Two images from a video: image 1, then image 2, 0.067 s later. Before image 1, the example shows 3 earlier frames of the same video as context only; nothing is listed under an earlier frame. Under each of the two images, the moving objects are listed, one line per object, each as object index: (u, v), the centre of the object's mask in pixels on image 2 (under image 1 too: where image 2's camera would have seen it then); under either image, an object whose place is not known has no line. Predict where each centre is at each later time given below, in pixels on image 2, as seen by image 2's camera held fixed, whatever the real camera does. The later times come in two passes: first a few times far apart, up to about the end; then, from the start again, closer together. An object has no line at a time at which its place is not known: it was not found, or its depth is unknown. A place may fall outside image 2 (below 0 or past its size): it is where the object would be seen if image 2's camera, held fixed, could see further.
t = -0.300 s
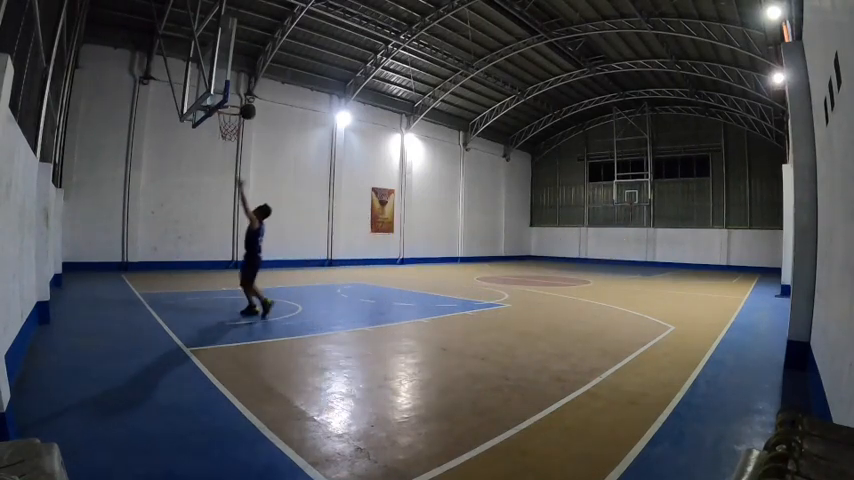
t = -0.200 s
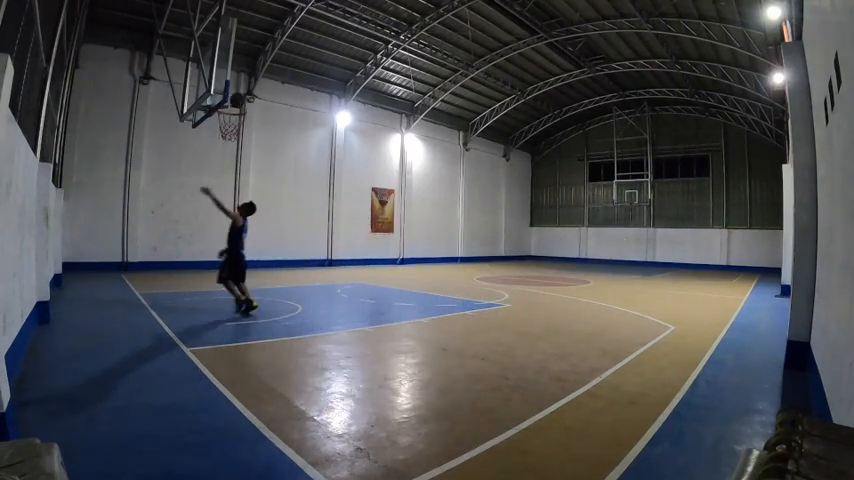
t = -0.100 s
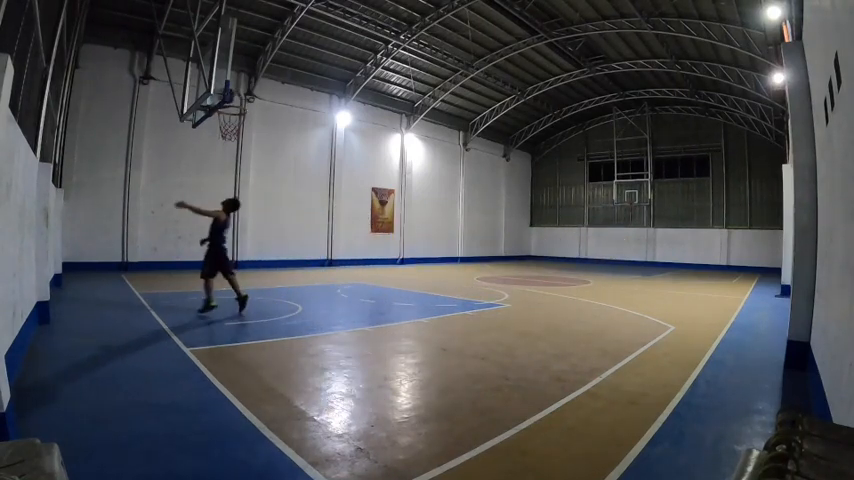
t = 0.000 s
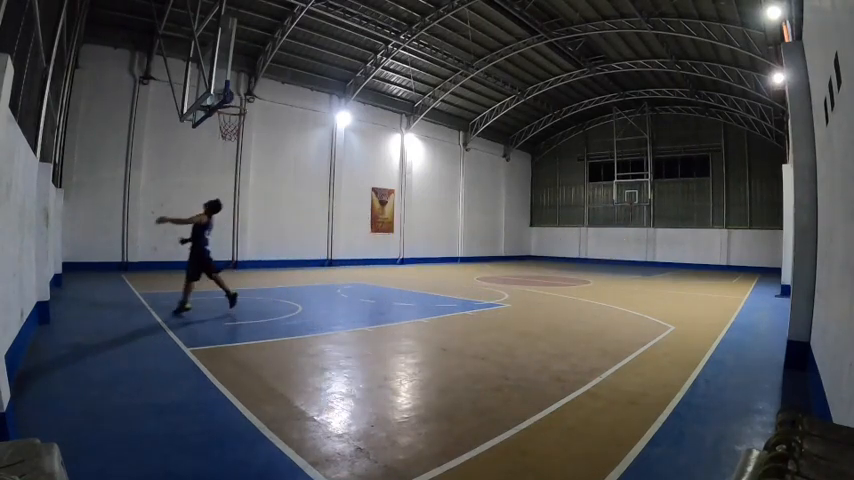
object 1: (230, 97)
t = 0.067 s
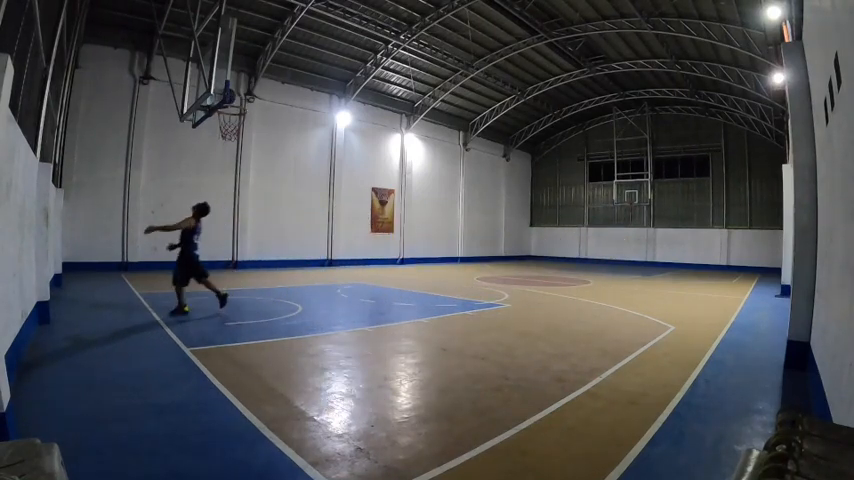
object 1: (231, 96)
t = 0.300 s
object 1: (233, 97)
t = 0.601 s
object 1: (238, 105)
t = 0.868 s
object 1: (242, 152)
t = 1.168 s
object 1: (247, 265)
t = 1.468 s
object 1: (252, 234)
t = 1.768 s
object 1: (258, 181)
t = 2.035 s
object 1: (262, 187)
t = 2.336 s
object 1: (264, 258)
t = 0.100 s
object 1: (232, 96)
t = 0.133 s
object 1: (232, 96)
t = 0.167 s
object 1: (232, 97)
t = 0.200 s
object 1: (233, 98)
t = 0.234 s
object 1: (233, 97)
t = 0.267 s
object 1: (233, 97)
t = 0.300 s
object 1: (233, 97)
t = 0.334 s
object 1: (234, 98)
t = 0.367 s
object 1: (234, 98)
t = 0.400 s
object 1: (234, 98)
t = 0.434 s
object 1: (235, 98)
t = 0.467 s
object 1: (235, 98)
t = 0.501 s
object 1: (236, 99)
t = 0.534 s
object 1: (237, 100)
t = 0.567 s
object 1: (237, 102)
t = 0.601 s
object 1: (238, 105)
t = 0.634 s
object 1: (239, 108)
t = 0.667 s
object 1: (240, 112)
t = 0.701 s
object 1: (240, 117)
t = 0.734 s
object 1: (241, 122)
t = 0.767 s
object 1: (241, 129)
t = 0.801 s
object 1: (241, 136)
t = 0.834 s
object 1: (242, 144)
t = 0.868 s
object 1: (242, 152)
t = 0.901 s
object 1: (242, 162)
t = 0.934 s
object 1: (243, 172)
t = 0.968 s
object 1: (243, 183)
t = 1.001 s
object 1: (243, 195)
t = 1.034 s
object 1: (244, 207)
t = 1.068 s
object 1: (244, 221)
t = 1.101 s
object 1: (244, 235)
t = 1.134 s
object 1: (245, 249)
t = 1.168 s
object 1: (247, 265)
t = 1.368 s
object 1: (250, 265)
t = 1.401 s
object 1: (251, 254)
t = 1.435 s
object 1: (252, 244)
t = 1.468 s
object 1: (252, 234)
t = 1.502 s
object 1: (253, 225)
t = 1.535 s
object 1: (254, 217)
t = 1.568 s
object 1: (255, 209)
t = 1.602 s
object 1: (255, 203)
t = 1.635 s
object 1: (256, 197)
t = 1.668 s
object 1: (257, 192)
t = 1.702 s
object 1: (257, 188)
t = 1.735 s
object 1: (258, 184)
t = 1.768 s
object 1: (258, 181)
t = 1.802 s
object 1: (259, 179)
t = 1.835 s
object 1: (260, 178)
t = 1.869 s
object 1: (260, 177)
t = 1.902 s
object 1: (260, 178)
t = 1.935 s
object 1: (261, 179)
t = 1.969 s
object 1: (261, 181)
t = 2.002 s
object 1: (262, 184)
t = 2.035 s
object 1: (262, 187)
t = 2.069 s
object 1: (262, 192)
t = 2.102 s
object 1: (263, 197)
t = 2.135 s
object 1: (263, 203)
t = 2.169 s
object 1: (263, 210)
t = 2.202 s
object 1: (263, 218)
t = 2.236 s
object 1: (263, 226)
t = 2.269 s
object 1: (263, 236)
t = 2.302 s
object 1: (264, 246)
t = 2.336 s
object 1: (264, 258)
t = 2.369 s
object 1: (264, 270)
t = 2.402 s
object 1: (265, 283)
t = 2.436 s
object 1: (265, 296)
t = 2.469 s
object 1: (266, 311)
